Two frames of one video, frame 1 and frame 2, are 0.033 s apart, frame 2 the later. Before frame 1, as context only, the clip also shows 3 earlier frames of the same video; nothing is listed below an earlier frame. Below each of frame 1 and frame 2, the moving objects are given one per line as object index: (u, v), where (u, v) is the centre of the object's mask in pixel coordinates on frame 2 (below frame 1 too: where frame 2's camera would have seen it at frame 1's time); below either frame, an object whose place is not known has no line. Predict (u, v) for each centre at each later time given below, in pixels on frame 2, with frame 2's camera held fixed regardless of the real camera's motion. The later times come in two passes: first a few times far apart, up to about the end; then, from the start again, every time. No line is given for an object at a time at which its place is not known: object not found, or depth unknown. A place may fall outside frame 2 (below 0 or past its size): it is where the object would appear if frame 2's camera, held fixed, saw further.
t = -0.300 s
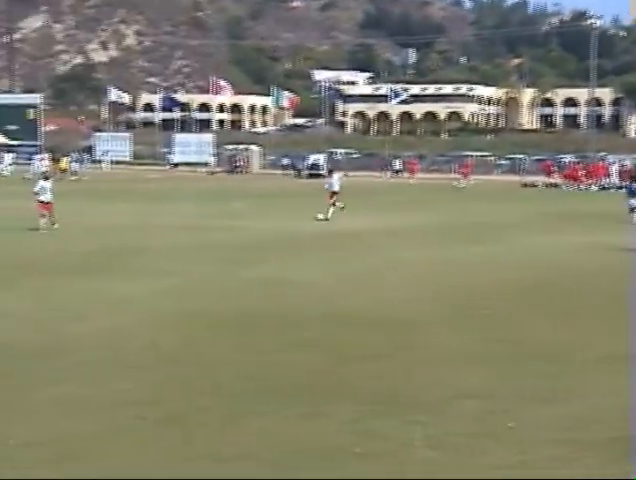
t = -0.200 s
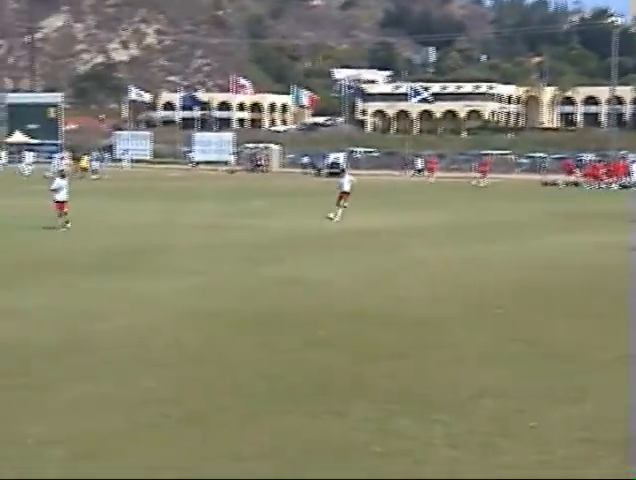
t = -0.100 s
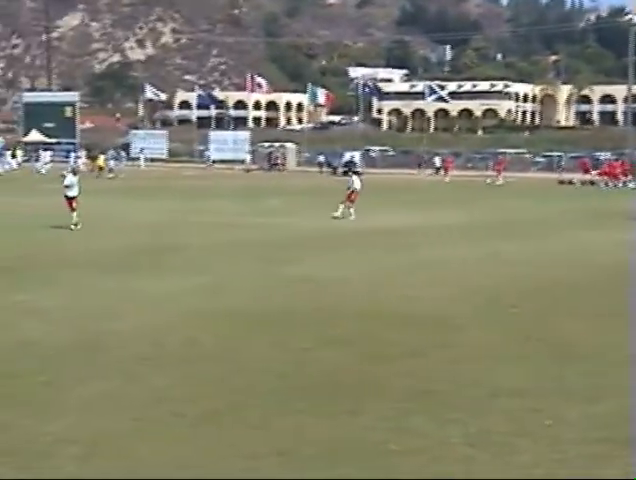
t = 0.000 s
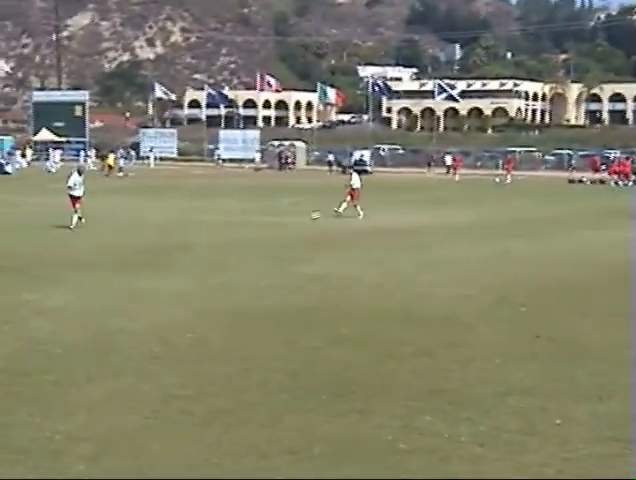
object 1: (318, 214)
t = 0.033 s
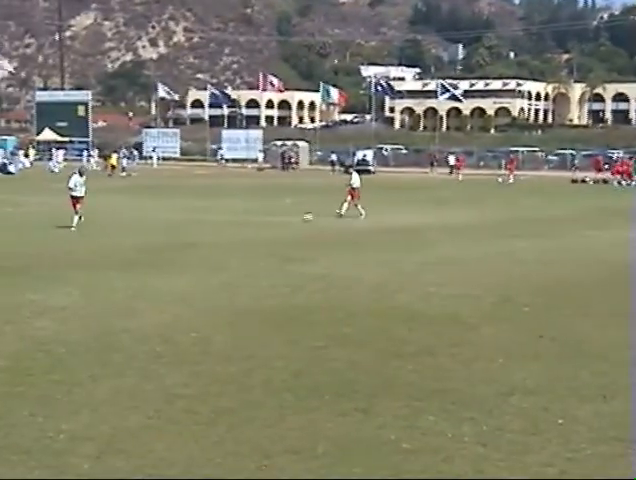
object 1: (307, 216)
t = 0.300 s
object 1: (229, 223)
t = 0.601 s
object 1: (143, 230)
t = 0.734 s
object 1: (107, 234)
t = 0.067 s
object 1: (297, 217)
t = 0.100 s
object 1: (288, 218)
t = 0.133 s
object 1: (278, 218)
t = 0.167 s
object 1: (267, 219)
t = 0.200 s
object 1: (258, 221)
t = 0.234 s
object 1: (248, 221)
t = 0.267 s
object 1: (238, 222)
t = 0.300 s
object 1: (229, 223)
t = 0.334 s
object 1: (219, 224)
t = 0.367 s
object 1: (209, 225)
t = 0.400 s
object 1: (200, 226)
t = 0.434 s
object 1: (190, 226)
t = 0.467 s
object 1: (181, 227)
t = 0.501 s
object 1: (171, 228)
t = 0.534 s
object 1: (162, 230)
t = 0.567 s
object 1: (152, 230)
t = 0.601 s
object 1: (143, 230)
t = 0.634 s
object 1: (134, 231)
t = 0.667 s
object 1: (125, 232)
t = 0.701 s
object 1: (117, 233)
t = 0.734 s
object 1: (107, 234)
